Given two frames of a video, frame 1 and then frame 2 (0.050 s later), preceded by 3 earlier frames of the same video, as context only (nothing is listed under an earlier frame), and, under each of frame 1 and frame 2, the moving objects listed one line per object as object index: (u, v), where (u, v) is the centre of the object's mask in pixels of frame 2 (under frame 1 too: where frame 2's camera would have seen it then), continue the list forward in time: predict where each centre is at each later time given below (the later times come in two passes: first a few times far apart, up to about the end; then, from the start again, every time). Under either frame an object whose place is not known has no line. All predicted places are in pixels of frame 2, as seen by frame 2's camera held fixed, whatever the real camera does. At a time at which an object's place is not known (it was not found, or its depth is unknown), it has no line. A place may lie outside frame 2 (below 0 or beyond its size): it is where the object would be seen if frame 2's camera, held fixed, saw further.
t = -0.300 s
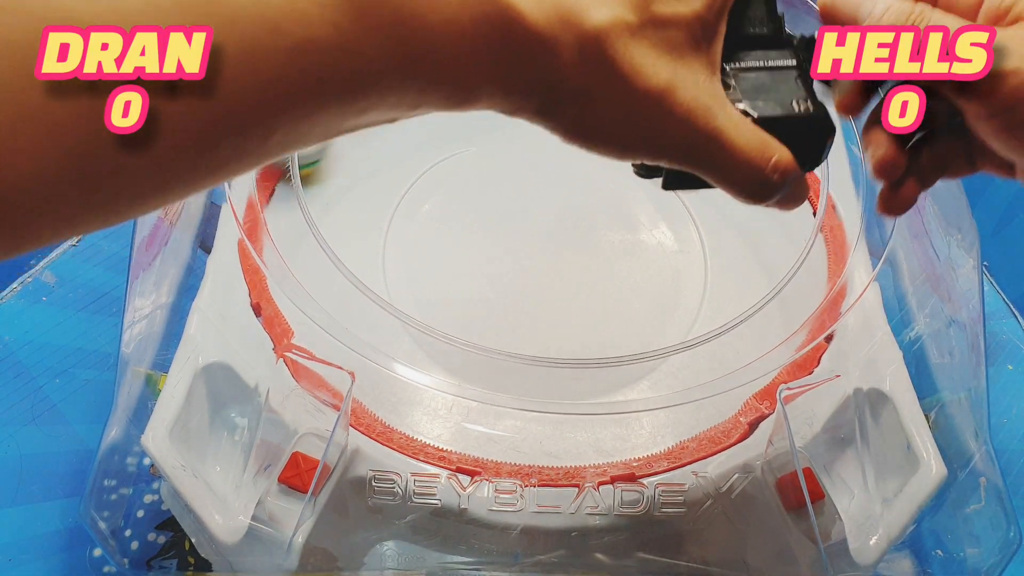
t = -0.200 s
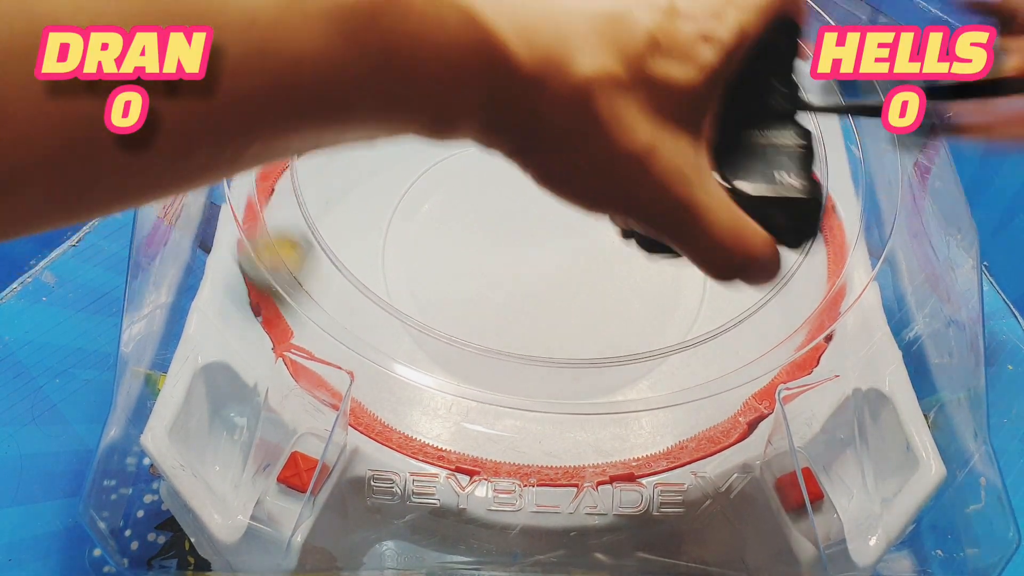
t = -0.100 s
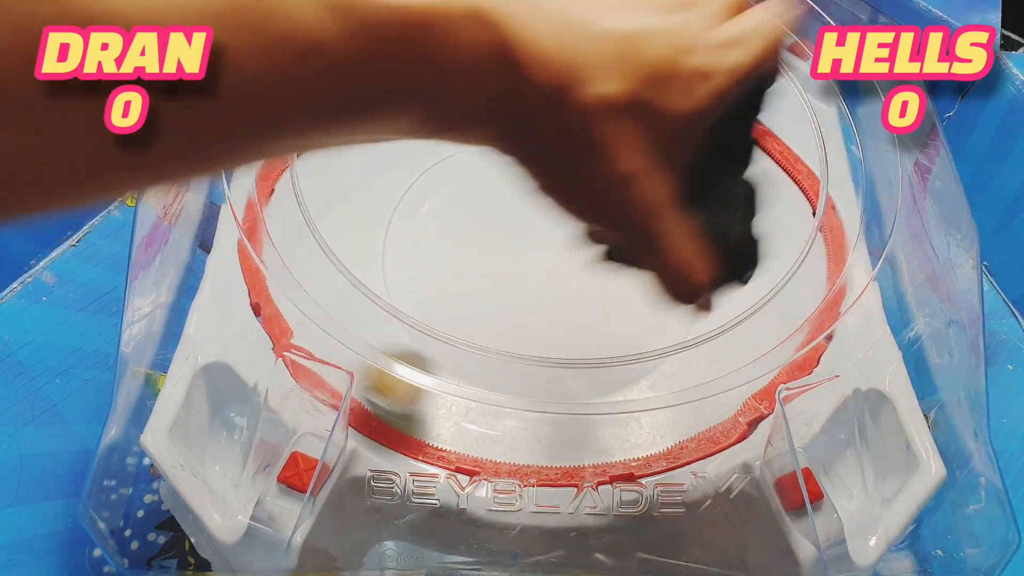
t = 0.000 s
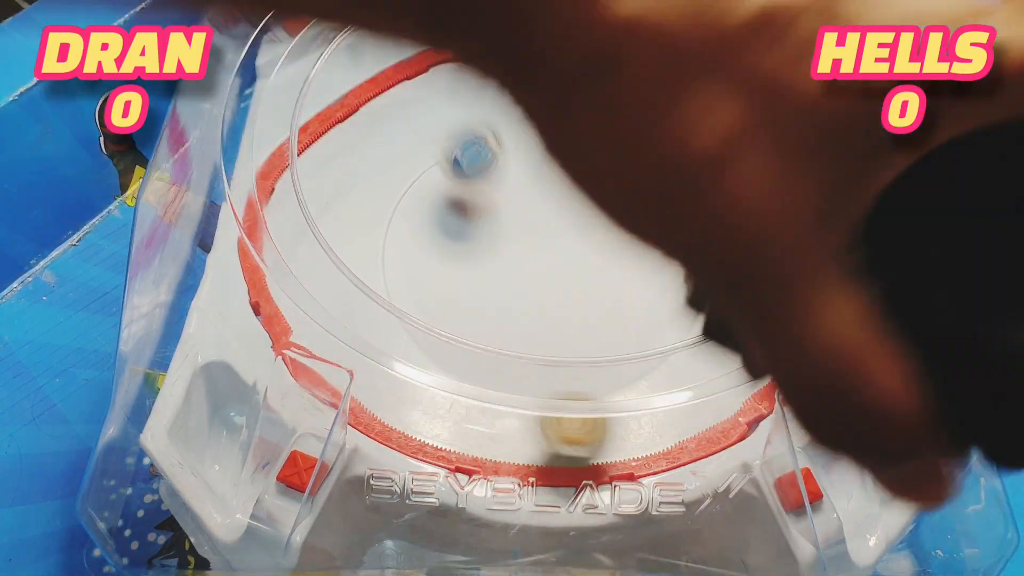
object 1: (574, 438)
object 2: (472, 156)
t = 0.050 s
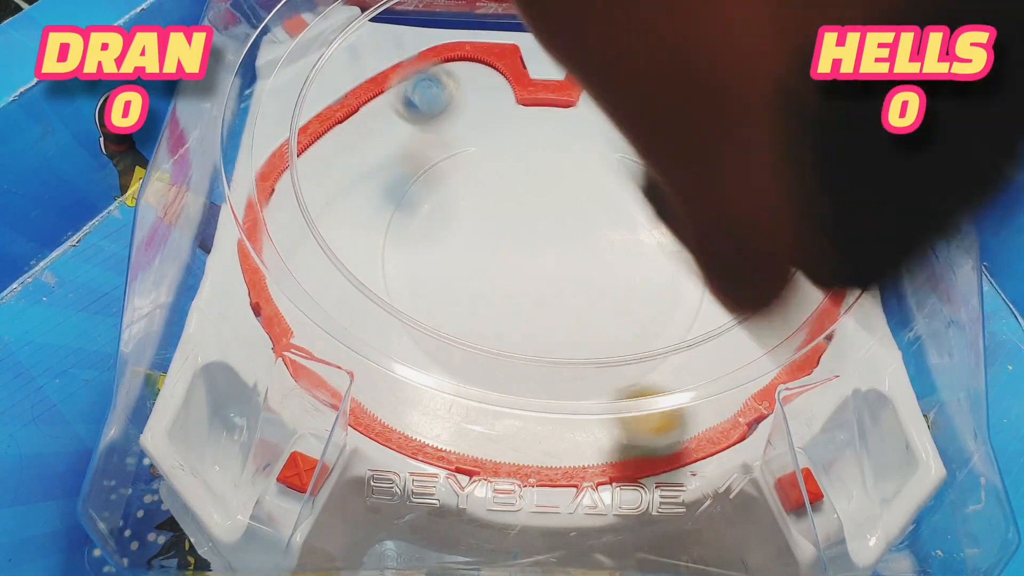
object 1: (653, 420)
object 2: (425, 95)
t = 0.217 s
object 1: (754, 323)
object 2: (297, 52)
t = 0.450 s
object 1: (618, 184)
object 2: (317, 262)
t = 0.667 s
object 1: (359, 113)
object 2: (706, 390)
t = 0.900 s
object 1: (388, 399)
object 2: (649, 22)
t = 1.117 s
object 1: (714, 384)
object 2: (488, 182)
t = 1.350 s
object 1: (735, 192)
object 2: (378, 374)
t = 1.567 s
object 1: (635, 50)
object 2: (787, 339)
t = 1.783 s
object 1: (275, 190)
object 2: (768, 150)
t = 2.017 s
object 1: (468, 344)
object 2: (541, 100)
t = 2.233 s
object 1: (650, 260)
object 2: (323, 134)
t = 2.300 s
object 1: (665, 207)
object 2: (270, 211)
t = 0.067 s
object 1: (673, 413)
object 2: (410, 80)
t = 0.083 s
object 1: (690, 404)
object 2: (397, 68)
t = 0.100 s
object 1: (707, 394)
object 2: (383, 61)
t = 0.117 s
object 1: (719, 388)
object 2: (368, 56)
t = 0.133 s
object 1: (730, 378)
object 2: (357, 56)
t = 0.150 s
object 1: (740, 366)
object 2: (343, 56)
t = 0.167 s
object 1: (749, 352)
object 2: (332, 66)
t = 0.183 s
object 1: (747, 338)
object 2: (319, 67)
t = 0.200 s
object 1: (751, 330)
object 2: (309, 60)
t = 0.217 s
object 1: (754, 323)
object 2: (297, 52)
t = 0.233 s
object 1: (755, 317)
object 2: (294, 54)
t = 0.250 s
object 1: (753, 304)
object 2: (296, 67)
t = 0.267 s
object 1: (749, 288)
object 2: (299, 79)
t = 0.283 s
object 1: (740, 280)
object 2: (298, 87)
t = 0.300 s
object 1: (736, 273)
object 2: (298, 96)
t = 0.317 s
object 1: (728, 260)
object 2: (300, 111)
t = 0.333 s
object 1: (719, 250)
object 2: (303, 131)
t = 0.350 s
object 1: (709, 241)
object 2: (305, 150)
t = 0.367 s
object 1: (697, 234)
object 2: (304, 165)
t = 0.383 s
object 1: (684, 222)
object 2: (306, 182)
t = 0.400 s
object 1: (669, 214)
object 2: (307, 202)
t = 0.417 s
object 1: (653, 205)
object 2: (309, 224)
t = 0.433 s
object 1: (636, 194)
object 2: (311, 243)
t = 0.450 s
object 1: (618, 184)
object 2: (317, 262)
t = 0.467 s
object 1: (599, 174)
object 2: (316, 285)
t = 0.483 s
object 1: (580, 165)
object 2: (320, 312)
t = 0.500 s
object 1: (560, 156)
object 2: (325, 327)
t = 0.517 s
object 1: (540, 148)
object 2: (328, 359)
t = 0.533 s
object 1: (519, 142)
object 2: (345, 371)
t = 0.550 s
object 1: (498, 136)
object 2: (388, 397)
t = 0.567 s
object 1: (476, 131)
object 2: (439, 416)
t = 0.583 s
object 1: (455, 127)
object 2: (488, 438)
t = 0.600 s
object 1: (434, 124)
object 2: (546, 453)
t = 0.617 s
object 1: (414, 120)
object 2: (596, 458)
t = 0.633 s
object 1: (394, 118)
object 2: (649, 453)
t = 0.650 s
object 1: (376, 116)
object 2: (695, 443)
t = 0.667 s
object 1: (359, 113)
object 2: (706, 390)
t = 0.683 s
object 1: (343, 105)
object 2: (707, 349)
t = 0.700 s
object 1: (334, 122)
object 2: (703, 305)
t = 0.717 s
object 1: (324, 144)
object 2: (701, 267)
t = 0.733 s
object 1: (313, 165)
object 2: (699, 233)
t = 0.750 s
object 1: (303, 190)
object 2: (695, 202)
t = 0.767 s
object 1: (294, 214)
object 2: (690, 175)
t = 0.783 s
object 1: (281, 235)
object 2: (683, 155)
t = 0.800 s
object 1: (276, 253)
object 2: (678, 141)
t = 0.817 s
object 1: (285, 273)
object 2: (672, 130)
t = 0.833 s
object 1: (305, 297)
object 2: (664, 125)
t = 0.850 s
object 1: (326, 320)
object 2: (658, 107)
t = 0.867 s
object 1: (349, 345)
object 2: (656, 81)
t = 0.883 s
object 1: (371, 382)
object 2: (653, 44)
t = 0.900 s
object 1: (388, 399)
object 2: (649, 22)
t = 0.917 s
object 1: (417, 412)
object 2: (645, 13)
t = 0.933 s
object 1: (451, 423)
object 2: (637, 14)
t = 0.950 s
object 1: (484, 432)
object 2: (627, 22)
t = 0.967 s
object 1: (514, 437)
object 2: (619, 35)
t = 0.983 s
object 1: (545, 439)
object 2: (605, 67)
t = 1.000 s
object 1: (572, 441)
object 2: (594, 89)
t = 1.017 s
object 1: (597, 429)
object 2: (581, 101)
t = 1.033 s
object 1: (624, 429)
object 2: (566, 109)
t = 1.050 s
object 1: (648, 422)
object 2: (552, 114)
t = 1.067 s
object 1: (666, 414)
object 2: (536, 133)
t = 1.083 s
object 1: (684, 404)
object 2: (520, 150)
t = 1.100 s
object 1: (700, 394)
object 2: (504, 167)
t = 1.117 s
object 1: (714, 384)
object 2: (488, 182)
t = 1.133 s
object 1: (726, 372)
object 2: (475, 193)
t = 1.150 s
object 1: (736, 360)
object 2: (460, 208)
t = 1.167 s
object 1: (744, 346)
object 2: (446, 223)
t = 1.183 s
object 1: (746, 330)
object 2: (433, 236)
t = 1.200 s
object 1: (751, 319)
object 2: (420, 250)
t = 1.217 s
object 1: (755, 306)
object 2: (408, 264)
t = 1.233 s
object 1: (755, 290)
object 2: (399, 275)
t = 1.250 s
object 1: (753, 274)
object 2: (391, 291)
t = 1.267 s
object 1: (752, 261)
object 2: (388, 304)
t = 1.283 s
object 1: (751, 248)
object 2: (387, 314)
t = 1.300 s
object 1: (748, 234)
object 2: (390, 326)
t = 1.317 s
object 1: (744, 220)
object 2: (385, 354)
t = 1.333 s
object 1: (740, 206)
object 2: (379, 366)
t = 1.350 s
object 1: (735, 192)
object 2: (378, 374)
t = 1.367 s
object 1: (730, 179)
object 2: (377, 393)
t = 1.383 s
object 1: (725, 167)
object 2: (409, 387)
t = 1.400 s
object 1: (718, 155)
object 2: (455, 369)
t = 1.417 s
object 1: (711, 143)
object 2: (492, 375)
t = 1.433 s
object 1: (705, 132)
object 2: (532, 381)
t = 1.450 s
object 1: (698, 120)
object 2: (569, 384)
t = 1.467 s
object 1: (690, 109)
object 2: (609, 383)
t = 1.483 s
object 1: (682, 98)
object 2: (644, 378)
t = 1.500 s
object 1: (674, 88)
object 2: (677, 371)
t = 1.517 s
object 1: (666, 77)
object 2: (711, 362)
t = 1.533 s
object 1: (658, 67)
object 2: (739, 364)
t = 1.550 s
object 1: (649, 56)
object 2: (767, 354)
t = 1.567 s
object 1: (635, 50)
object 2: (787, 339)
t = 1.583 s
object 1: (604, 57)
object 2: (796, 320)
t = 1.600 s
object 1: (573, 67)
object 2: (801, 305)
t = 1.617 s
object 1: (539, 81)
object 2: (804, 285)
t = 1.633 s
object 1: (508, 96)
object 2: (811, 267)
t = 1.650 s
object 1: (471, 119)
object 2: (815, 249)
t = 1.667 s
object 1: (445, 126)
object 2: (816, 233)
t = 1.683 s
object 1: (416, 129)
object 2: (816, 217)
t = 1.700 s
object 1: (386, 136)
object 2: (814, 204)
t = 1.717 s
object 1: (358, 147)
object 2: (812, 190)
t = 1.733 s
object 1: (330, 162)
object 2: (798, 179)
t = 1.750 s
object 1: (300, 175)
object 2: (791, 168)
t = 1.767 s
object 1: (281, 179)
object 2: (780, 158)
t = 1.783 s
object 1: (275, 190)
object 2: (768, 150)
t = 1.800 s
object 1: (287, 205)
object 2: (755, 143)
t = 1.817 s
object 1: (300, 224)
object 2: (741, 137)
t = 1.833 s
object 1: (314, 245)
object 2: (726, 131)
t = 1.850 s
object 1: (326, 258)
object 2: (711, 125)
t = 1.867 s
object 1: (340, 274)
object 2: (695, 120)
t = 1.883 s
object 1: (352, 283)
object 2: (679, 116)
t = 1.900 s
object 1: (366, 296)
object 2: (663, 112)
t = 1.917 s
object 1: (379, 305)
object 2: (647, 108)
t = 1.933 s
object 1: (392, 313)
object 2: (631, 103)
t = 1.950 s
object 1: (407, 322)
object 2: (614, 99)
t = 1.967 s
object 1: (421, 328)
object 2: (596, 94)
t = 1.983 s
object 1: (437, 335)
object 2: (579, 92)
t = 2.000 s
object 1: (451, 340)
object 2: (560, 95)
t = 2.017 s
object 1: (468, 344)
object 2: (541, 100)
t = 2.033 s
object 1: (484, 345)
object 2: (521, 107)
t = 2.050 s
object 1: (502, 345)
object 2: (502, 110)
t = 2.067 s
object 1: (521, 332)
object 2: (483, 114)
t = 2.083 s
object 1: (538, 332)
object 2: (464, 117)
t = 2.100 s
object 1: (554, 330)
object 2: (447, 119)
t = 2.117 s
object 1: (570, 327)
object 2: (431, 121)
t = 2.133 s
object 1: (585, 322)
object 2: (414, 123)
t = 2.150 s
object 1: (599, 316)
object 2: (398, 125)
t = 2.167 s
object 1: (611, 306)
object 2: (382, 126)
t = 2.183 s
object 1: (624, 296)
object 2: (366, 128)
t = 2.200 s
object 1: (634, 285)
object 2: (351, 130)
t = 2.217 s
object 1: (643, 273)
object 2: (337, 131)
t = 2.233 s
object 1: (650, 260)
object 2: (323, 134)
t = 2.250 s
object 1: (656, 248)
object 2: (307, 137)
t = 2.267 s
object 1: (660, 236)
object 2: (294, 155)
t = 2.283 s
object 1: (663, 222)
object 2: (281, 184)
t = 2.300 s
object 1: (665, 207)
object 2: (270, 211)
